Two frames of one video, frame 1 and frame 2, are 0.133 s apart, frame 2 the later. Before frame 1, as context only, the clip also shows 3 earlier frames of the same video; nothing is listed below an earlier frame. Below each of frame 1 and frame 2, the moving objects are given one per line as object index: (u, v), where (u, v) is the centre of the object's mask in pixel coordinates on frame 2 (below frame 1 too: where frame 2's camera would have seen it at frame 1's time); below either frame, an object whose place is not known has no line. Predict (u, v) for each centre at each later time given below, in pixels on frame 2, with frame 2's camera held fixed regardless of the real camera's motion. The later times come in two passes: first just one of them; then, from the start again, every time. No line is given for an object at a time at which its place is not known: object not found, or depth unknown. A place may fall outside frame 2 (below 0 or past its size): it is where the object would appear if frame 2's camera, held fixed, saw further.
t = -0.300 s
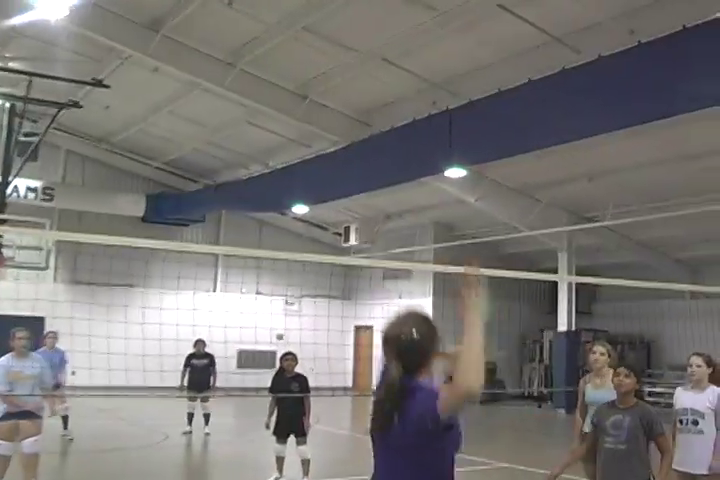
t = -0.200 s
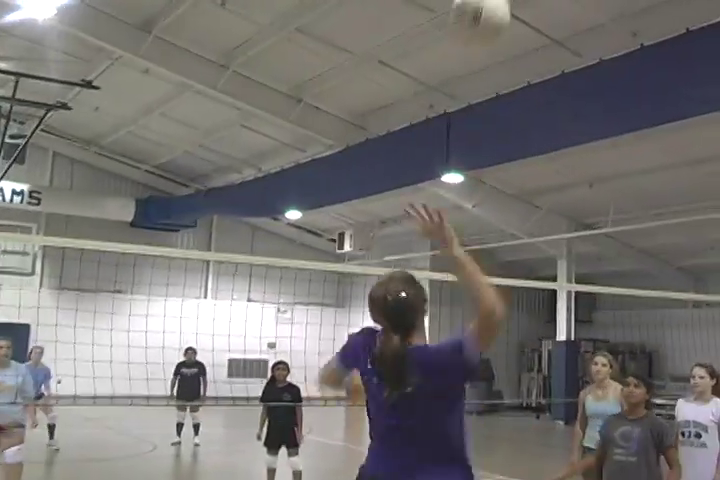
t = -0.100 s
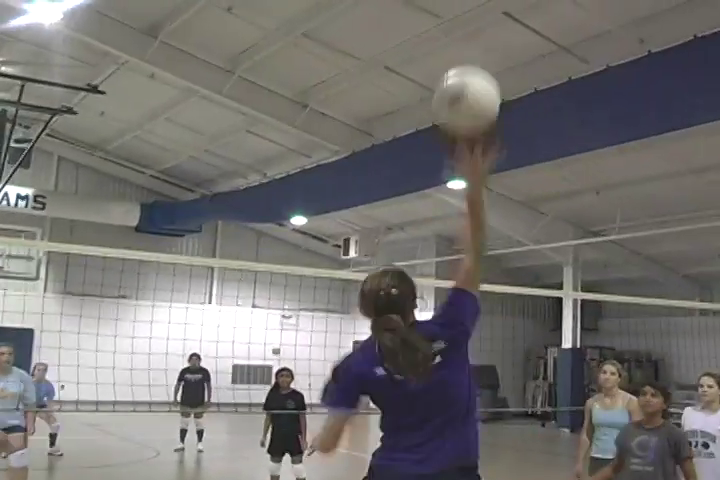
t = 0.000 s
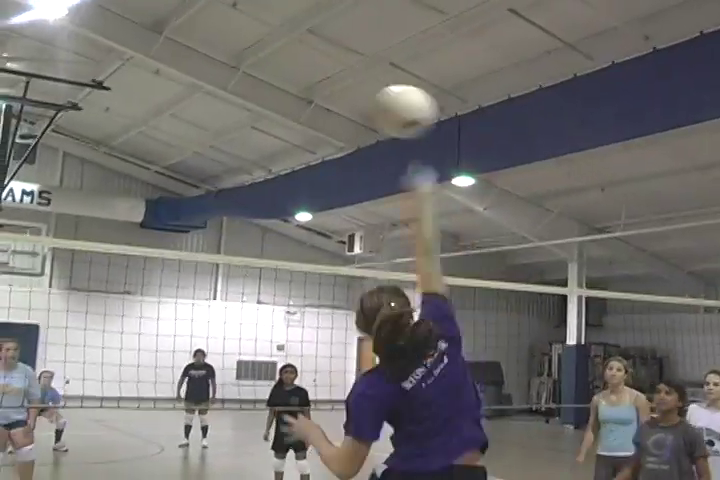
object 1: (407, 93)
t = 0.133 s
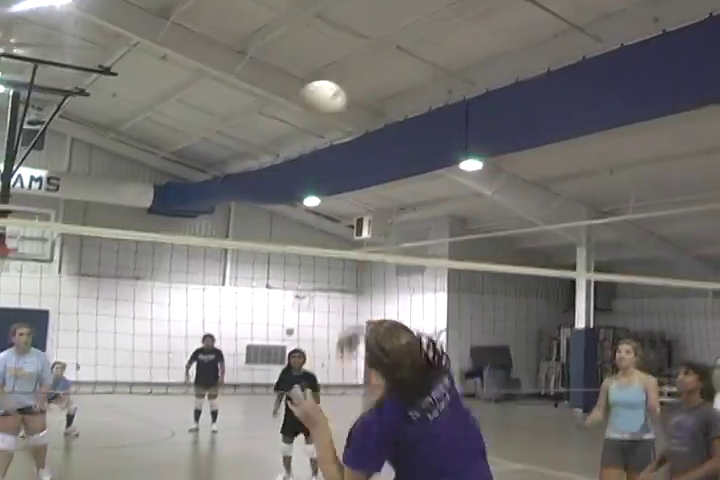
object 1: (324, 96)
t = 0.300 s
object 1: (255, 134)
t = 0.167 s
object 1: (308, 102)
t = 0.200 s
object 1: (293, 109)
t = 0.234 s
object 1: (279, 117)
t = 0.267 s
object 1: (267, 126)
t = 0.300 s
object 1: (255, 134)
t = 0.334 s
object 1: (244, 144)
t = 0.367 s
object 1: (231, 158)
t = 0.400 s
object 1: (223, 167)
